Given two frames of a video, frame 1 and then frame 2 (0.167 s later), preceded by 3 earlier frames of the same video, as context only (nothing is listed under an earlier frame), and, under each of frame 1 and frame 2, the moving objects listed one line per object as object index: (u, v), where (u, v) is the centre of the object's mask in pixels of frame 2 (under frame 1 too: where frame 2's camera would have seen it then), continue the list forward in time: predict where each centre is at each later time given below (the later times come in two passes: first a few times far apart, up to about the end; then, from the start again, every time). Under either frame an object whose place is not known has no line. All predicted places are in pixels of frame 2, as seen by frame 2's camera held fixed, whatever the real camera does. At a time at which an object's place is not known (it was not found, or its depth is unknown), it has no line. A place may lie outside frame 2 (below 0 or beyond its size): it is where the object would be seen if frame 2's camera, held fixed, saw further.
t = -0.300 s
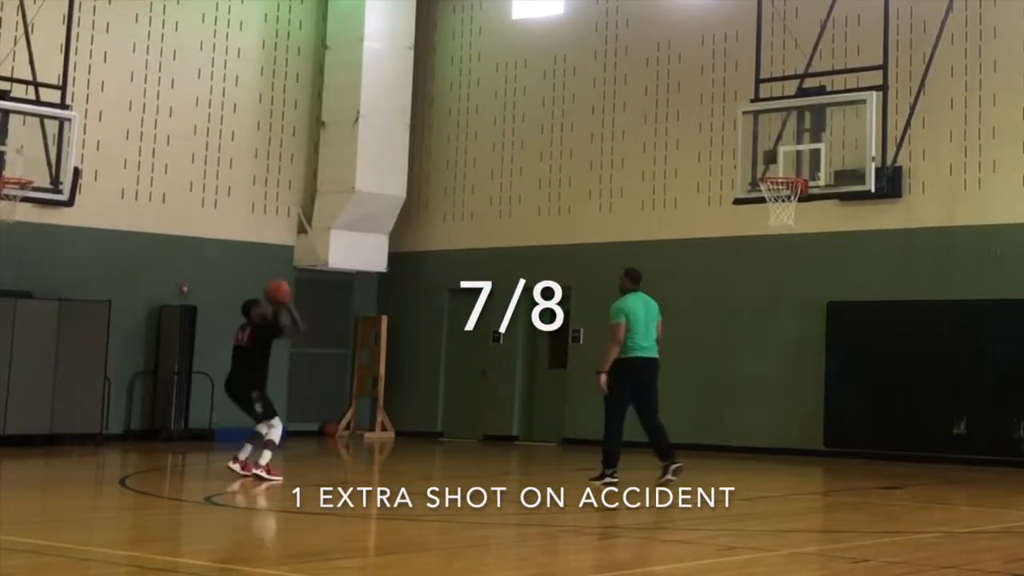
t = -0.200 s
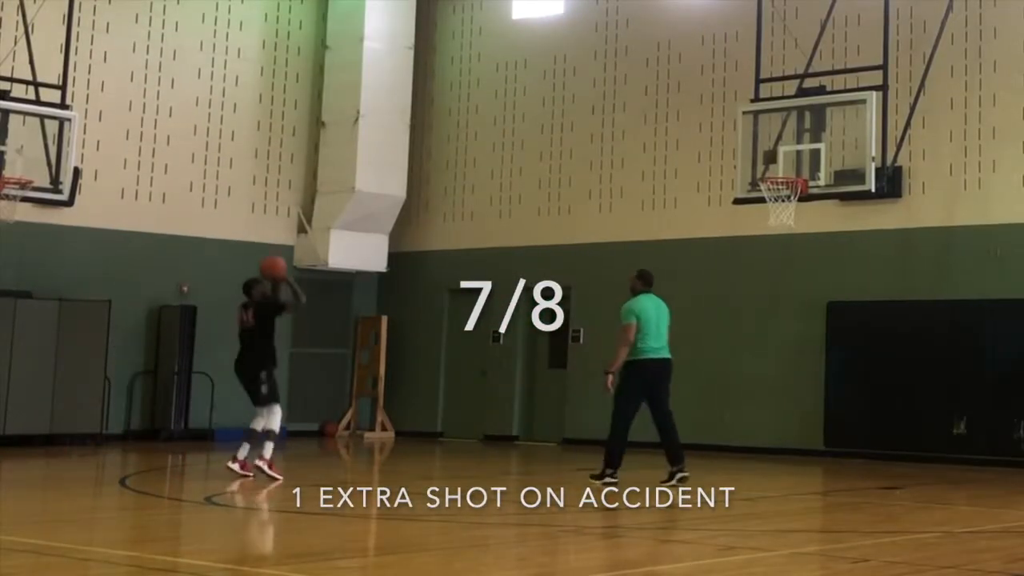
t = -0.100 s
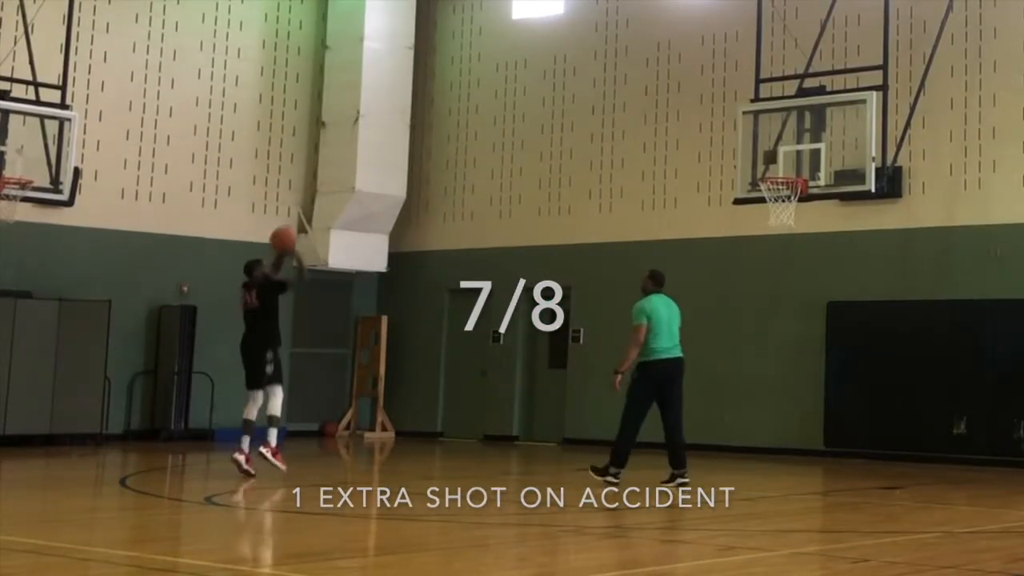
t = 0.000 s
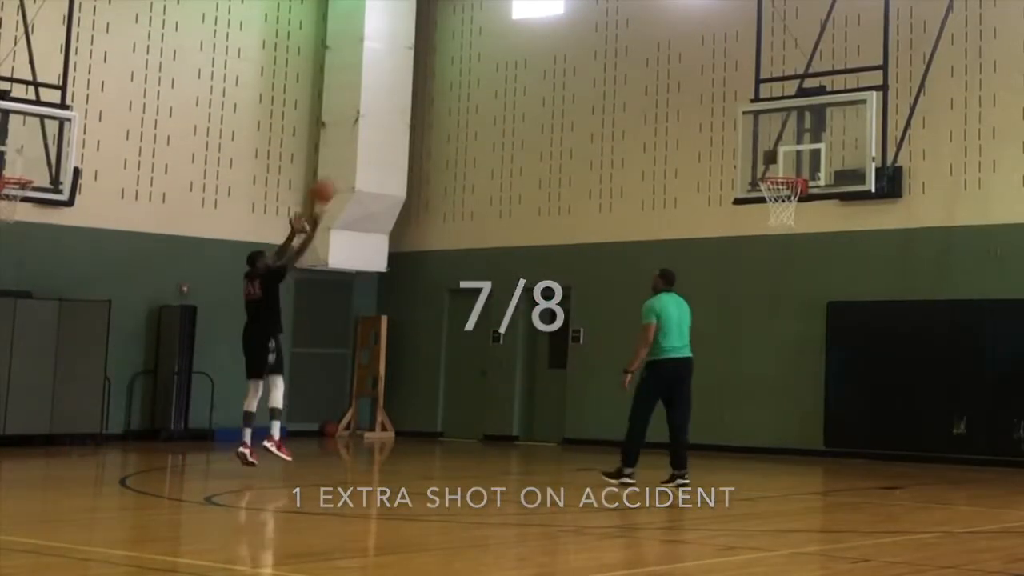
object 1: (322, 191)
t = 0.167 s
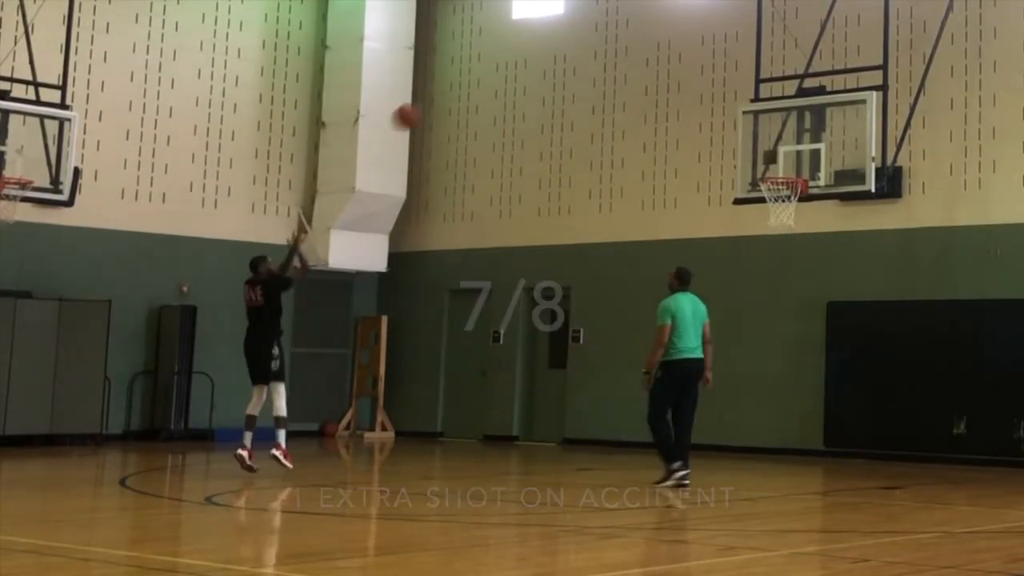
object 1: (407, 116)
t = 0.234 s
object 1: (438, 96)
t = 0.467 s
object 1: (546, 55)
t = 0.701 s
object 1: (646, 66)
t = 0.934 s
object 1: (739, 125)
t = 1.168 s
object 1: (761, 202)
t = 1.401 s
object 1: (748, 199)
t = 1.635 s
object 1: (740, 243)
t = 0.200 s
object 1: (423, 105)
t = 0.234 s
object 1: (438, 96)
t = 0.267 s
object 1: (456, 86)
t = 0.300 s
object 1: (471, 78)
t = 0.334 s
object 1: (486, 71)
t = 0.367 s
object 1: (502, 66)
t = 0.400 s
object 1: (516, 61)
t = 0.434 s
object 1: (532, 57)
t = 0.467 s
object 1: (546, 55)
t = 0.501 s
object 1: (562, 53)
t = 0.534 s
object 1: (576, 52)
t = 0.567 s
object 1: (590, 53)
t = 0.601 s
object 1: (604, 55)
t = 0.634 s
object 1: (619, 58)
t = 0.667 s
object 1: (633, 62)
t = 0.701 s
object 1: (646, 66)
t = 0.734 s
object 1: (660, 72)
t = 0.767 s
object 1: (674, 78)
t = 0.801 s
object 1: (687, 85)
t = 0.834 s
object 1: (701, 94)
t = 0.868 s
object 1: (714, 103)
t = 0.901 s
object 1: (727, 114)
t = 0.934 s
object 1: (739, 125)
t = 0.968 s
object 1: (753, 138)
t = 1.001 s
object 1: (767, 152)
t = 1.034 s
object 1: (777, 164)
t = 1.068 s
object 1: (791, 176)
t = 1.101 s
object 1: (793, 193)
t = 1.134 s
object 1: (770, 196)
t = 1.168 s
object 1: (761, 202)
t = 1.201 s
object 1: (756, 199)
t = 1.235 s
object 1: (755, 197)
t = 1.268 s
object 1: (752, 199)
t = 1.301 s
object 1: (750, 196)
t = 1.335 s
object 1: (750, 195)
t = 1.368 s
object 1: (749, 197)
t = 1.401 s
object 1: (748, 199)
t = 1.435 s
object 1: (746, 202)
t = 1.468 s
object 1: (745, 206)
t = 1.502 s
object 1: (744, 211)
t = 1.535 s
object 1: (744, 217)
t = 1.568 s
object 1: (742, 225)
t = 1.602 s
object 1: (741, 234)
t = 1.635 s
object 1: (740, 243)
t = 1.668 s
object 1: (739, 254)
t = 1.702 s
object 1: (737, 265)
